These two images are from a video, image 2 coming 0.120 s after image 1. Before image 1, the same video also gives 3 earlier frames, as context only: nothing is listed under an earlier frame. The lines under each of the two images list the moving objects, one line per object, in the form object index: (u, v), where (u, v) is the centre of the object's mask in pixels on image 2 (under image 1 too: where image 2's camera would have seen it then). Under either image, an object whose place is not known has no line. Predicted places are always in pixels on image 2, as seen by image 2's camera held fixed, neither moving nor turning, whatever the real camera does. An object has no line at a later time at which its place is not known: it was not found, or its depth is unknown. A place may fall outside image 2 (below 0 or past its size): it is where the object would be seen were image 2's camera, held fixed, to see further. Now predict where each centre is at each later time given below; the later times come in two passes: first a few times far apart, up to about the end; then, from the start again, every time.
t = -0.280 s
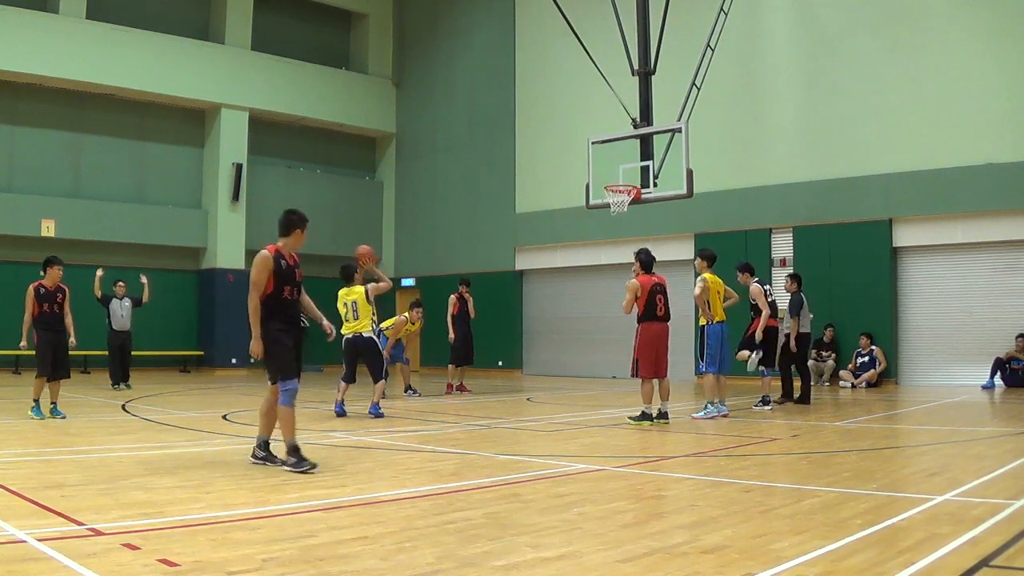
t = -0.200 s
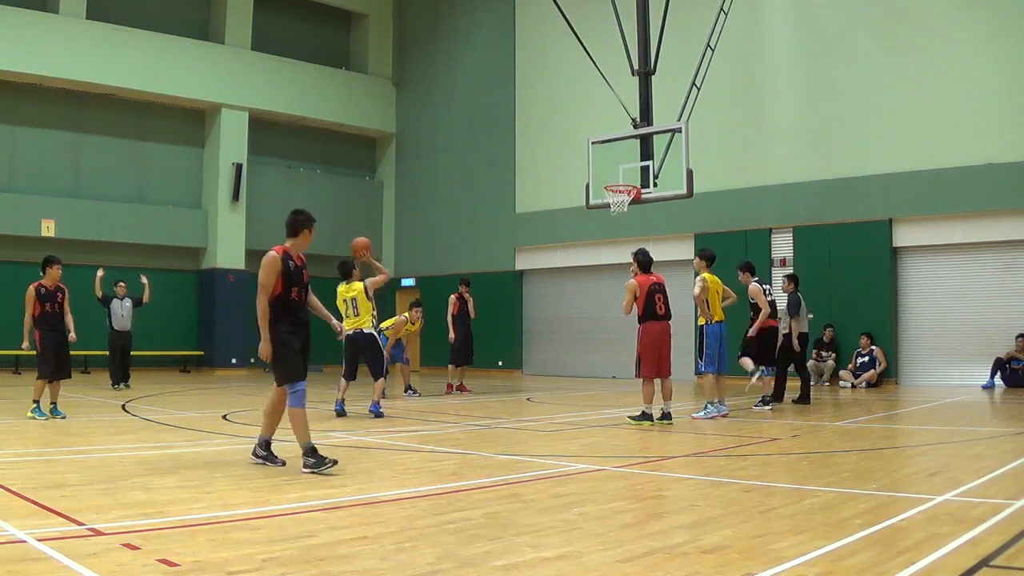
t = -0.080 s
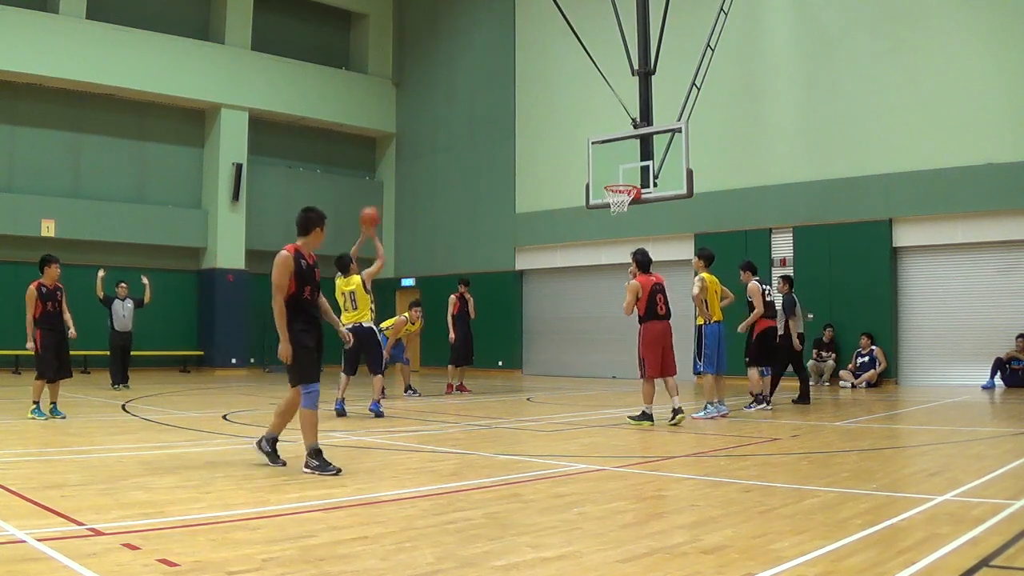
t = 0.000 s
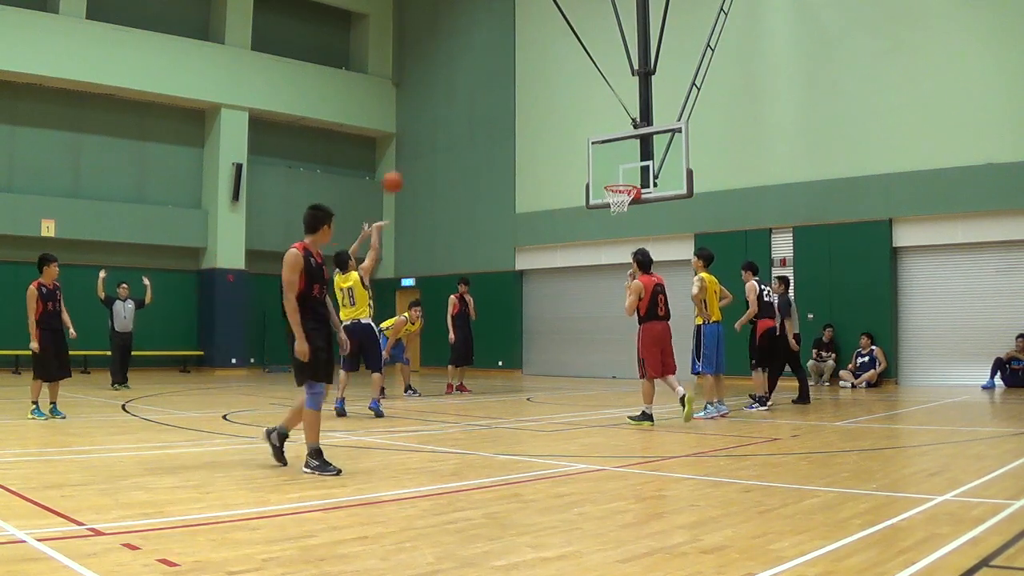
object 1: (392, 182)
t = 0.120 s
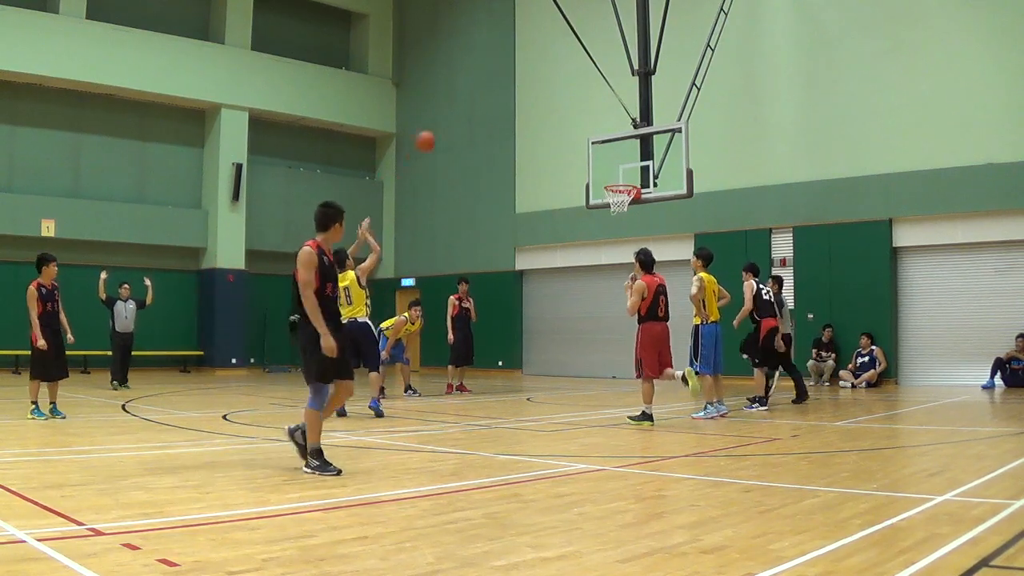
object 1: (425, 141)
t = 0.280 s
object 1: (466, 107)
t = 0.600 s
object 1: (537, 102)
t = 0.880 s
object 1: (592, 152)
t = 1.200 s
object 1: (582, 155)
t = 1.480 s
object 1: (545, 172)
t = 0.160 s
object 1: (435, 130)
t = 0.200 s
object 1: (445, 122)
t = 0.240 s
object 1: (456, 113)
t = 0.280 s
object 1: (466, 107)
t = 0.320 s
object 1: (475, 102)
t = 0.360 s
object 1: (485, 99)
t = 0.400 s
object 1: (494, 96)
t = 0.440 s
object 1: (502, 95)
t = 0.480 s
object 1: (511, 95)
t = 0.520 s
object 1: (520, 96)
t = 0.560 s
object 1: (528, 98)
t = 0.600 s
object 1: (537, 102)
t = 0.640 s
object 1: (545, 105)
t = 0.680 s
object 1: (553, 111)
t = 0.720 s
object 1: (561, 117)
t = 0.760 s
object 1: (569, 124)
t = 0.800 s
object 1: (577, 133)
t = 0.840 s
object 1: (584, 142)
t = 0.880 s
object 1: (592, 152)
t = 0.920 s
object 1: (599, 163)
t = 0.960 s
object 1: (606, 175)
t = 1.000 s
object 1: (607, 177)
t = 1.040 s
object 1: (602, 171)
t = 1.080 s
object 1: (597, 166)
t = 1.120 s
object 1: (592, 161)
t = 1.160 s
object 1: (587, 158)
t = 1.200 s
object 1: (582, 155)
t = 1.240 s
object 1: (577, 154)
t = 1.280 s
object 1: (572, 154)
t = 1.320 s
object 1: (567, 156)
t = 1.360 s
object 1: (561, 158)
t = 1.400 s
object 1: (556, 162)
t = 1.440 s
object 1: (550, 166)
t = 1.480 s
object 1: (545, 172)
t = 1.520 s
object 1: (539, 180)
